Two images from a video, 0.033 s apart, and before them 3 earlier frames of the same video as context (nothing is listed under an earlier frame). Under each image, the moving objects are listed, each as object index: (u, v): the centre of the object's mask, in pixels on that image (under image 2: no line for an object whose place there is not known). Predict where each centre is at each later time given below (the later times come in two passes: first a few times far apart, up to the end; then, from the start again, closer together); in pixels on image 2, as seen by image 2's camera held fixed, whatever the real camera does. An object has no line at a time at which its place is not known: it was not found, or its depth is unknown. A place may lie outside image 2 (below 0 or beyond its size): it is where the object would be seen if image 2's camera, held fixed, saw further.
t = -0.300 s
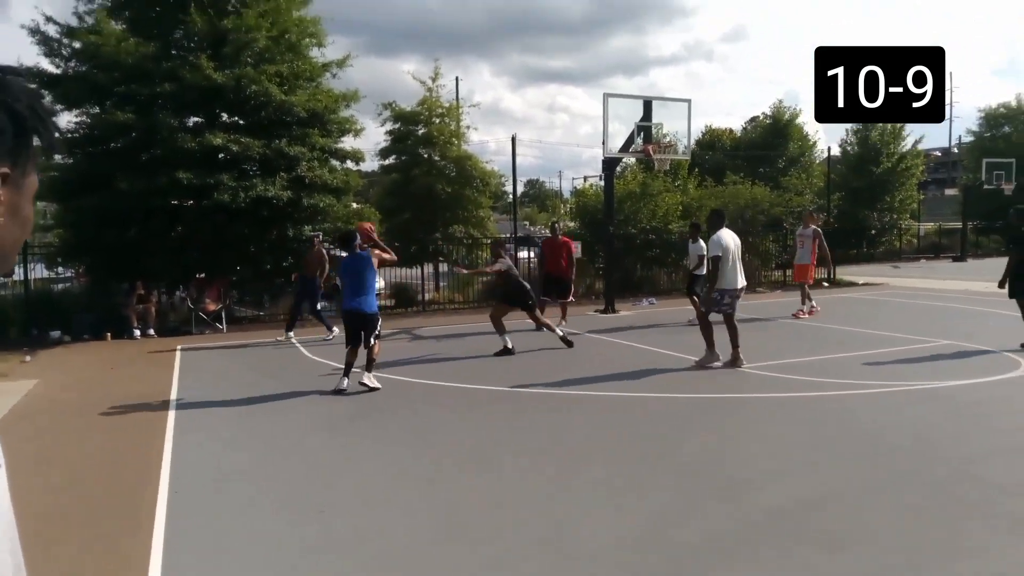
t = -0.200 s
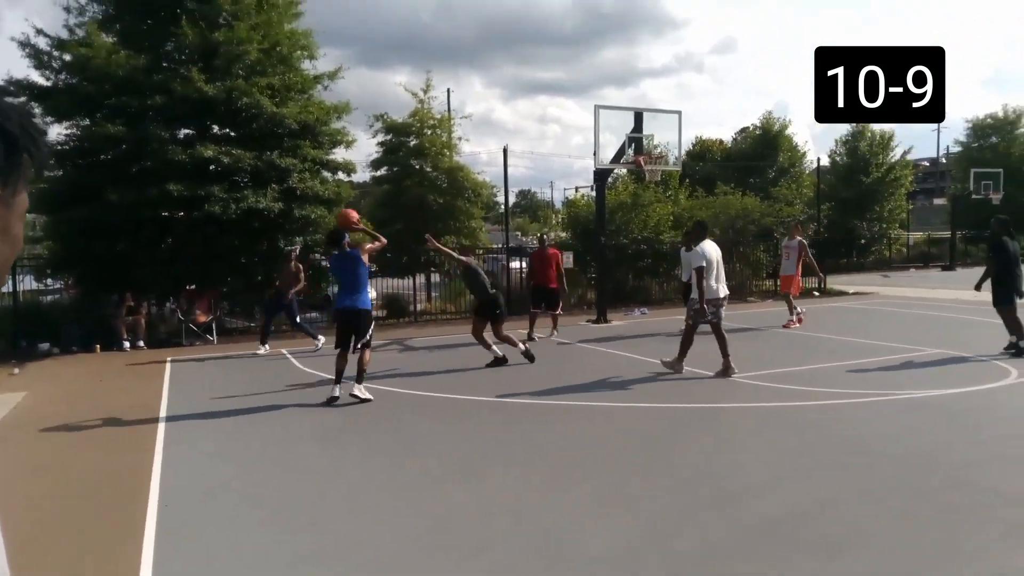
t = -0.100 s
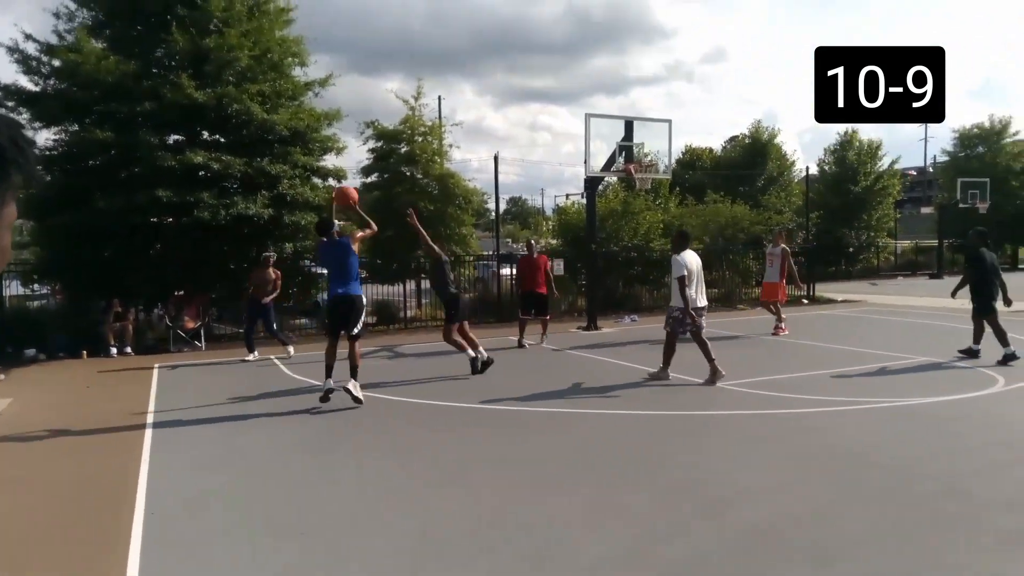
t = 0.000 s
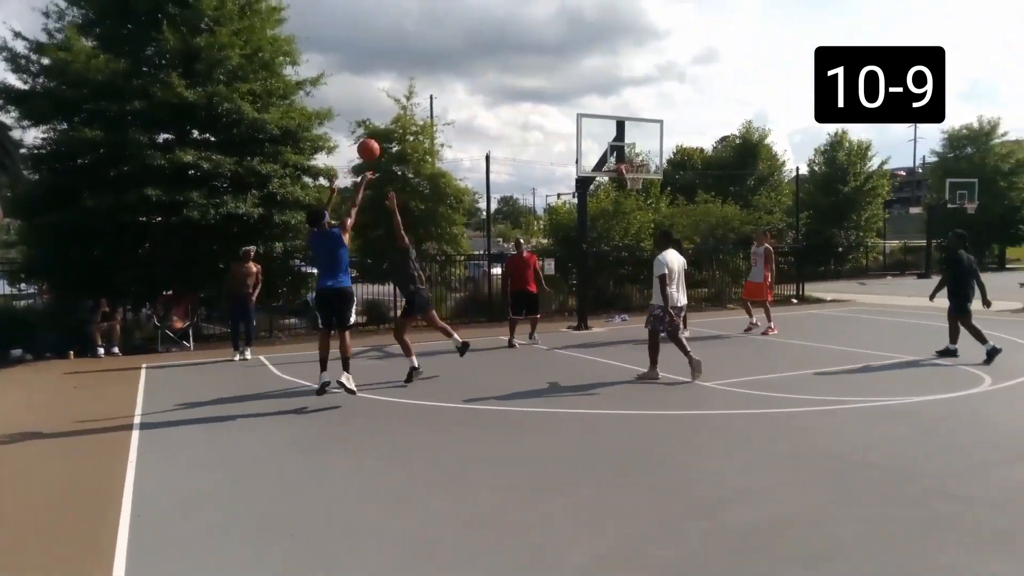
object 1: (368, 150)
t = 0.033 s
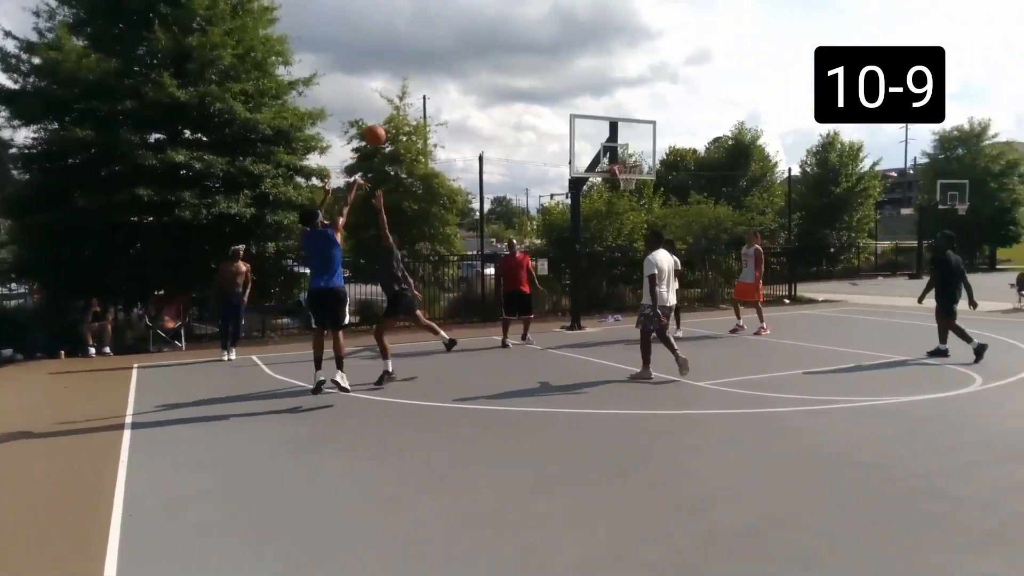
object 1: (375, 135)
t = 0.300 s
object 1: (464, 67)
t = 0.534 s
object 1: (526, 63)
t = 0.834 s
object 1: (590, 110)
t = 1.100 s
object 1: (633, 165)
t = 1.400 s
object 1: (631, 178)
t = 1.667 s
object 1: (627, 192)
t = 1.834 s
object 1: (620, 218)
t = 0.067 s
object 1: (387, 123)
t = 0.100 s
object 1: (400, 110)
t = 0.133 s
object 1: (411, 101)
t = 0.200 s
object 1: (433, 84)
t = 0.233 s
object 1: (444, 77)
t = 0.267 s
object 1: (454, 72)
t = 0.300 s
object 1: (464, 67)
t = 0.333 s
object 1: (474, 64)
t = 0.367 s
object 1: (483, 62)
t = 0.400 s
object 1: (493, 60)
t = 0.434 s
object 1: (501, 60)
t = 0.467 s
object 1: (510, 61)
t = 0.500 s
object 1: (518, 61)
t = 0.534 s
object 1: (526, 63)
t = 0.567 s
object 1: (534, 66)
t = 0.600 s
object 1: (542, 70)
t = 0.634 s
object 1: (550, 73)
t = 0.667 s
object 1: (557, 78)
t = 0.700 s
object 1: (564, 84)
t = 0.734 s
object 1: (570, 90)
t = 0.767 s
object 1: (577, 95)
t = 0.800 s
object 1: (583, 103)
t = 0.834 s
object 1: (590, 110)
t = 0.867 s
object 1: (596, 118)
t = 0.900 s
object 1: (602, 126)
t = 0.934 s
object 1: (608, 134)
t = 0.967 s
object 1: (614, 142)
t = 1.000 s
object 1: (619, 154)
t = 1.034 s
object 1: (624, 163)
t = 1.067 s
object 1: (631, 165)
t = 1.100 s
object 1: (633, 165)
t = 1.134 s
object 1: (626, 167)
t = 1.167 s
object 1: (625, 169)
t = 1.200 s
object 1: (621, 171)
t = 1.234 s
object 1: (623, 171)
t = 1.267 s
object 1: (625, 176)
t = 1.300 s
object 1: (627, 176)
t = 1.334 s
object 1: (628, 177)
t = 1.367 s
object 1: (631, 177)
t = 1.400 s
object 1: (631, 178)
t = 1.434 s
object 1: (634, 180)
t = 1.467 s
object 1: (634, 180)
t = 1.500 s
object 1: (633, 181)
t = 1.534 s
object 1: (632, 181)
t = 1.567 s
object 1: (630, 184)
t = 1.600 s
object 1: (628, 186)
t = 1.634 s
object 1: (626, 187)
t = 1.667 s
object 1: (627, 192)
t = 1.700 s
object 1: (625, 195)
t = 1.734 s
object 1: (625, 200)
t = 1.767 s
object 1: (624, 206)
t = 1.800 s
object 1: (622, 211)
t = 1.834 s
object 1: (620, 218)
